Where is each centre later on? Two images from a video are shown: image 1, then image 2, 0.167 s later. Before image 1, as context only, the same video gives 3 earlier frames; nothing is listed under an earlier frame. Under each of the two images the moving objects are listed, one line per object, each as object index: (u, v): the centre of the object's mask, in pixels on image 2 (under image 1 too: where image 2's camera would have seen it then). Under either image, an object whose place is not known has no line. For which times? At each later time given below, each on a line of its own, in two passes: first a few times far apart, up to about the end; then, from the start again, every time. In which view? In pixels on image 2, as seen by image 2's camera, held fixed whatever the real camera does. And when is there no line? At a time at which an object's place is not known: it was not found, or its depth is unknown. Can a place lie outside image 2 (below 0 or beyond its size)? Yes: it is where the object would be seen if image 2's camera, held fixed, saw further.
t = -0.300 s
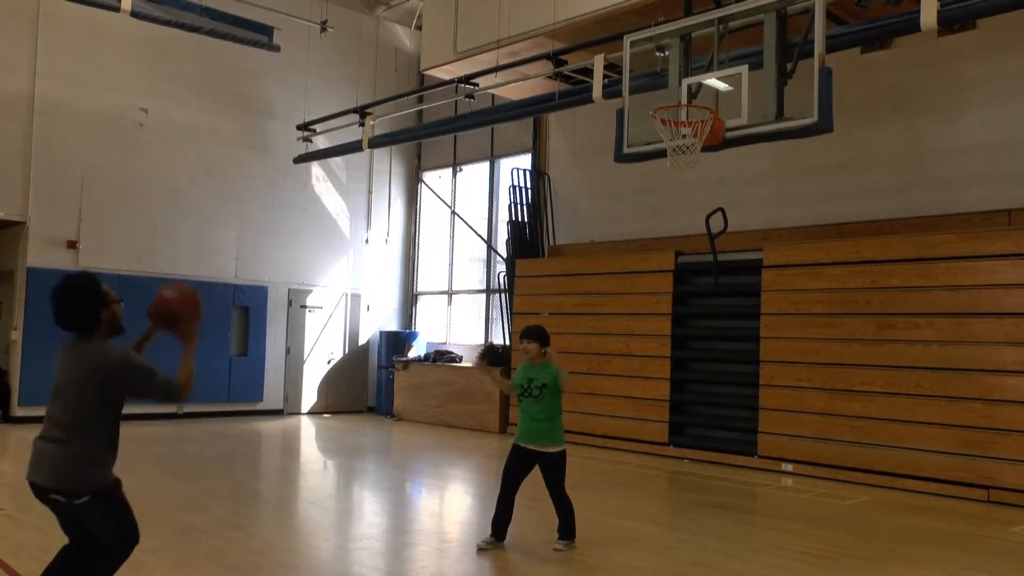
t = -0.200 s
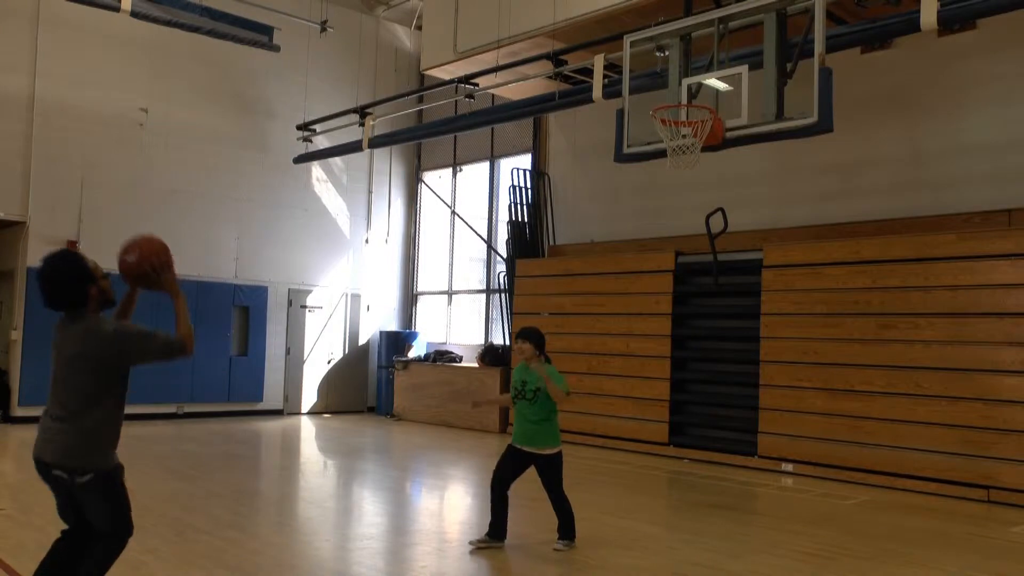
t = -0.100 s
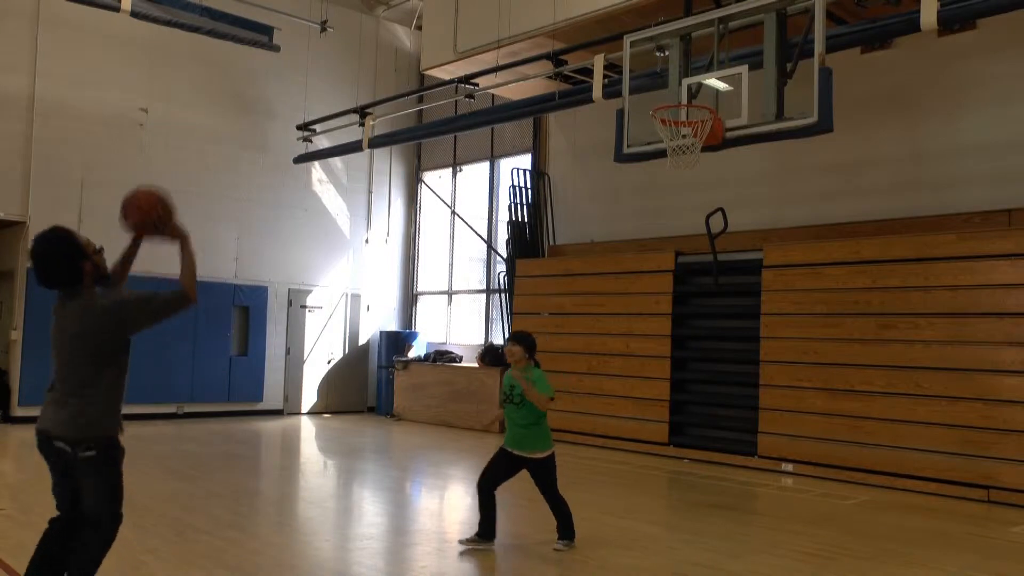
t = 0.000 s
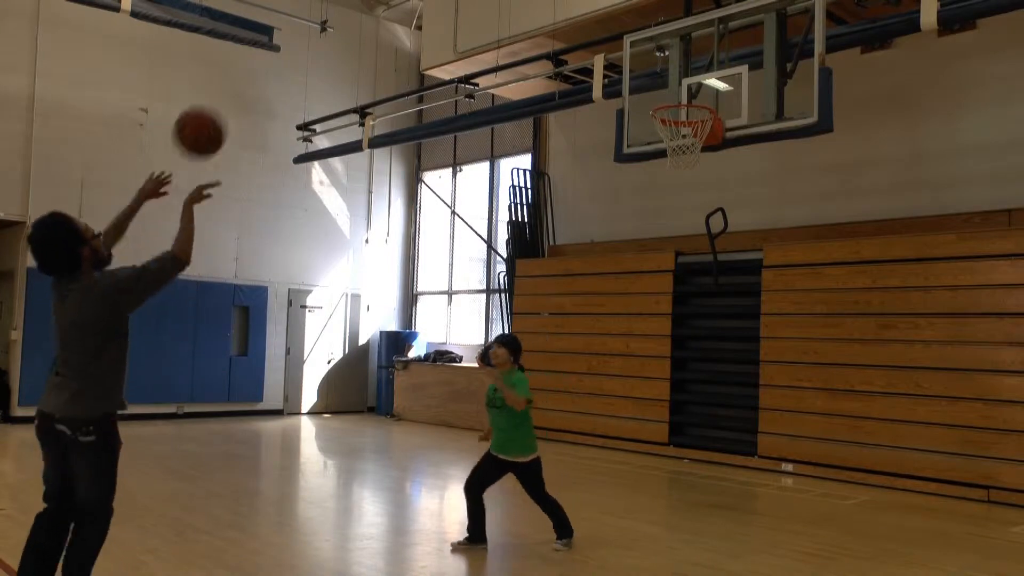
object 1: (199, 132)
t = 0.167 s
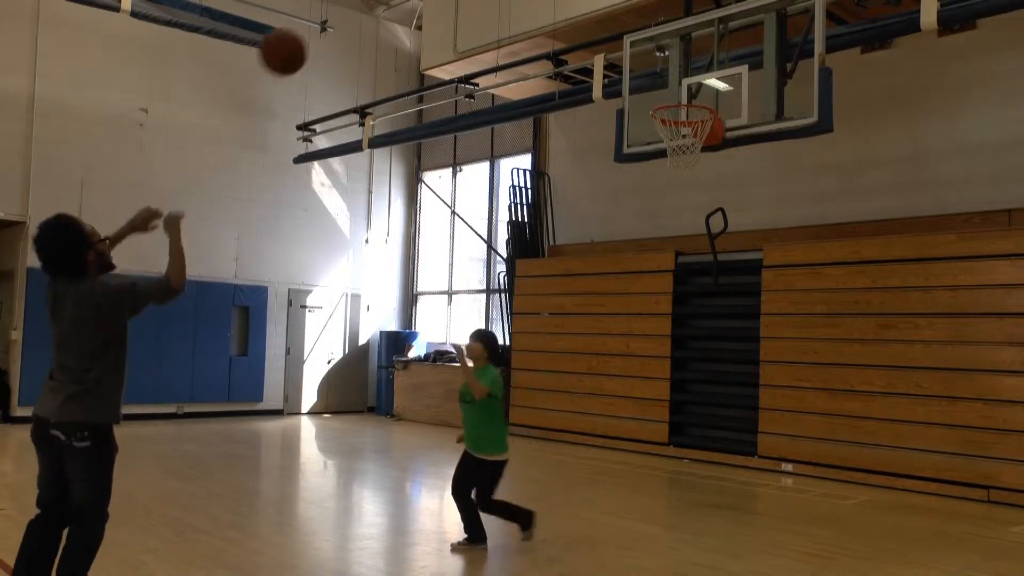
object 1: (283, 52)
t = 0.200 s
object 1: (297, 43)
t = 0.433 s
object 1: (392, 41)
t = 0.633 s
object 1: (460, 109)
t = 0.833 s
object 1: (520, 238)
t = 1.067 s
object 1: (575, 443)
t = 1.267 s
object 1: (607, 442)
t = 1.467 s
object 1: (629, 326)
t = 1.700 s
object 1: (652, 266)
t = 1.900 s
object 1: (669, 276)
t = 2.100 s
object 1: (684, 339)
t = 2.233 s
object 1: (693, 410)
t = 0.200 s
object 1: (297, 43)
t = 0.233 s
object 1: (313, 37)
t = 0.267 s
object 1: (327, 32)
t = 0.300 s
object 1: (341, 30)
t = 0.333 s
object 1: (355, 30)
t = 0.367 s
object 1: (367, 32)
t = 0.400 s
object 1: (380, 35)
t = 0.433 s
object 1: (392, 41)
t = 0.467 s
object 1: (404, 48)
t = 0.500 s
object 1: (416, 56)
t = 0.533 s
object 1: (428, 66)
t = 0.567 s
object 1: (439, 78)
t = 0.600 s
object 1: (449, 93)
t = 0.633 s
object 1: (460, 109)
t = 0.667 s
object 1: (470, 123)
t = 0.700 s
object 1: (480, 143)
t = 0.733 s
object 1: (490, 163)
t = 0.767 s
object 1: (500, 186)
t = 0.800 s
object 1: (509, 210)
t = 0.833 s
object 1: (520, 238)
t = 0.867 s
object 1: (526, 258)
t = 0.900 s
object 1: (536, 288)
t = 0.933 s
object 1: (545, 317)
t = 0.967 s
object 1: (552, 348)
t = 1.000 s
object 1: (561, 379)
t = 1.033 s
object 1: (568, 411)
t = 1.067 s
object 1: (575, 443)
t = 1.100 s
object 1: (582, 478)
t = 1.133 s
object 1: (589, 512)
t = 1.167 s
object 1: (595, 519)
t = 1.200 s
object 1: (599, 493)
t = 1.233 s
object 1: (603, 467)
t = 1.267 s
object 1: (607, 442)
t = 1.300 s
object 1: (611, 418)
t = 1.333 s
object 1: (615, 397)
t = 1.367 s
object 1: (618, 375)
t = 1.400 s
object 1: (622, 357)
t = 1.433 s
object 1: (625, 341)
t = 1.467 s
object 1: (629, 326)
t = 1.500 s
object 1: (632, 313)
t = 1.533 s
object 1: (636, 300)
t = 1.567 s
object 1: (639, 291)
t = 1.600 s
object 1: (643, 282)
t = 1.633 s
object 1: (646, 274)
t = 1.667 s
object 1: (649, 270)
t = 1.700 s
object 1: (652, 266)
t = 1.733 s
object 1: (655, 264)
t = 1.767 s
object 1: (658, 264)
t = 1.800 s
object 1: (660, 264)
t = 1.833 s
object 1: (665, 269)
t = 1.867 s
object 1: (666, 271)
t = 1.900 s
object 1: (669, 276)
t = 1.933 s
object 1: (672, 282)
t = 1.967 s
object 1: (675, 291)
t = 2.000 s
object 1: (677, 300)
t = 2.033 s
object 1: (680, 312)
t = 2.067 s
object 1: (683, 324)
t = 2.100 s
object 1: (684, 339)
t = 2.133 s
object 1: (687, 355)
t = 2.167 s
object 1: (689, 372)
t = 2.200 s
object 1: (691, 390)
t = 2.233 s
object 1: (693, 410)
